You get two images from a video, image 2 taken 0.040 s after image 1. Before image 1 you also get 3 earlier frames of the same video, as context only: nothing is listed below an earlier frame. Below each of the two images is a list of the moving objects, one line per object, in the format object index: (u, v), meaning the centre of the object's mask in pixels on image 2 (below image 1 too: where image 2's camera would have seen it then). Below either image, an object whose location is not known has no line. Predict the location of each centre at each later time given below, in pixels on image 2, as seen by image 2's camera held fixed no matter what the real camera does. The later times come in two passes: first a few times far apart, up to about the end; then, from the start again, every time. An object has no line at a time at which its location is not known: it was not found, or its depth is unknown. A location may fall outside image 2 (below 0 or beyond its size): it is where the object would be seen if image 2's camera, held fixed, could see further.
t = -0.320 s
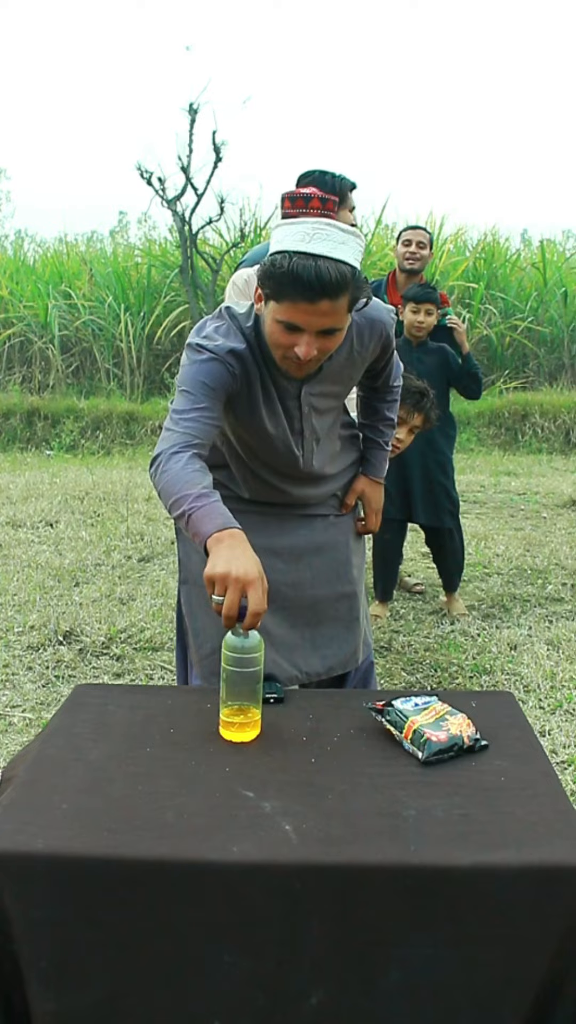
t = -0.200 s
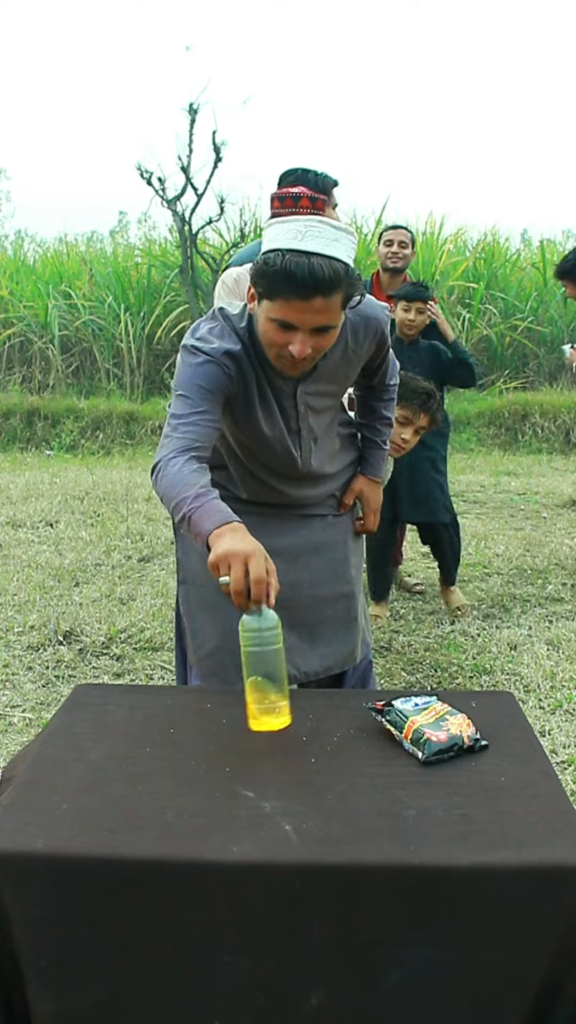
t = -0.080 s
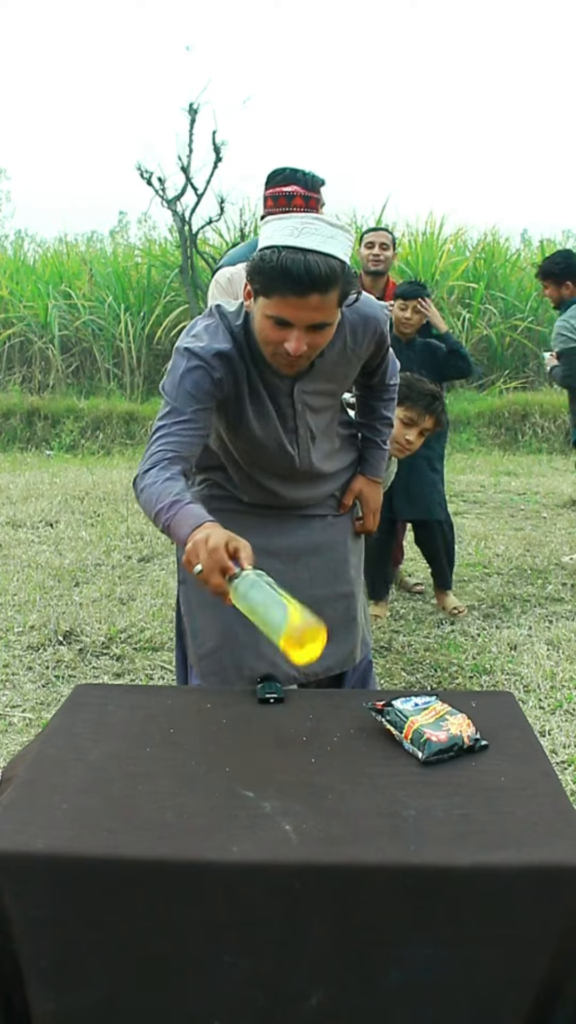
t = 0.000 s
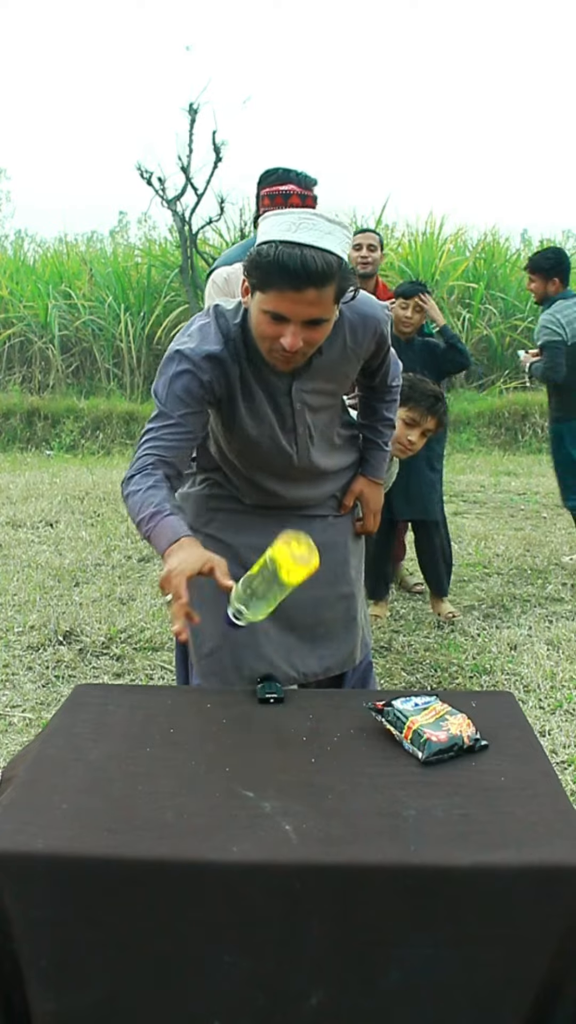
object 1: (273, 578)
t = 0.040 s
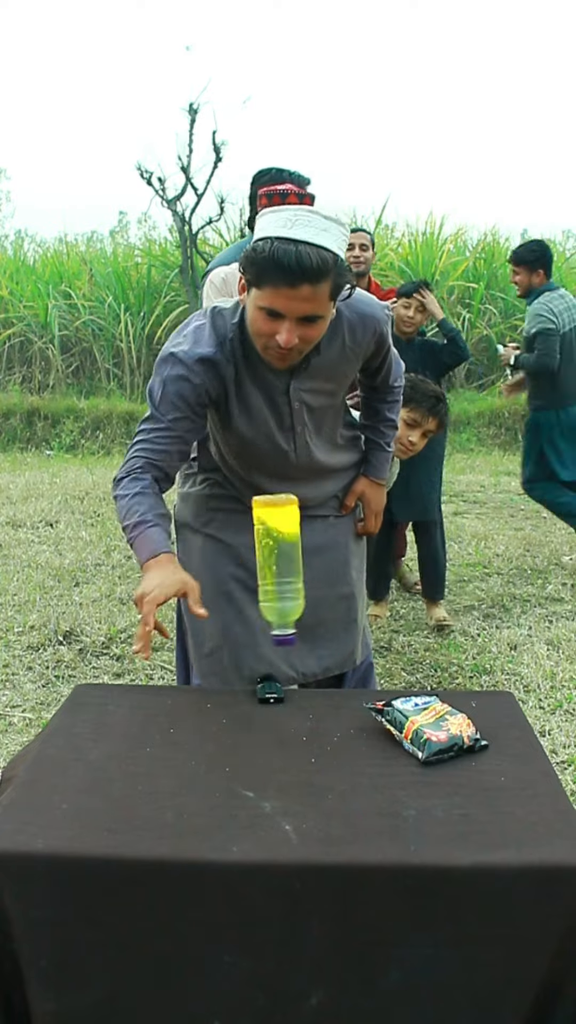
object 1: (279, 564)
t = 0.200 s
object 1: (278, 548)
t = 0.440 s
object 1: (219, 685)
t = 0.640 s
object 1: (200, 711)
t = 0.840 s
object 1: (198, 713)
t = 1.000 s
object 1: (198, 713)
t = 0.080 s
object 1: (284, 554)
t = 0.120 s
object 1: (286, 546)
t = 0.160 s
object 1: (283, 543)
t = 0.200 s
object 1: (278, 548)
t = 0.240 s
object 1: (260, 585)
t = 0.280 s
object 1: (250, 618)
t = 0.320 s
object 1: (240, 661)
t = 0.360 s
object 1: (232, 691)
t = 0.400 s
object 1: (227, 689)
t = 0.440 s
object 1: (219, 685)
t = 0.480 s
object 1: (216, 689)
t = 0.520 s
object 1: (212, 693)
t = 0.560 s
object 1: (207, 699)
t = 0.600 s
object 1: (203, 709)
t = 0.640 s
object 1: (200, 711)
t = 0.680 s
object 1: (200, 712)
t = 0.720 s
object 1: (199, 712)
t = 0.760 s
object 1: (199, 713)
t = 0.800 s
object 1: (198, 713)
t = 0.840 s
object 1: (198, 713)
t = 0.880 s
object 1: (198, 713)
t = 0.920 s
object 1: (198, 713)
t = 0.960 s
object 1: (198, 713)
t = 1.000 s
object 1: (198, 713)
